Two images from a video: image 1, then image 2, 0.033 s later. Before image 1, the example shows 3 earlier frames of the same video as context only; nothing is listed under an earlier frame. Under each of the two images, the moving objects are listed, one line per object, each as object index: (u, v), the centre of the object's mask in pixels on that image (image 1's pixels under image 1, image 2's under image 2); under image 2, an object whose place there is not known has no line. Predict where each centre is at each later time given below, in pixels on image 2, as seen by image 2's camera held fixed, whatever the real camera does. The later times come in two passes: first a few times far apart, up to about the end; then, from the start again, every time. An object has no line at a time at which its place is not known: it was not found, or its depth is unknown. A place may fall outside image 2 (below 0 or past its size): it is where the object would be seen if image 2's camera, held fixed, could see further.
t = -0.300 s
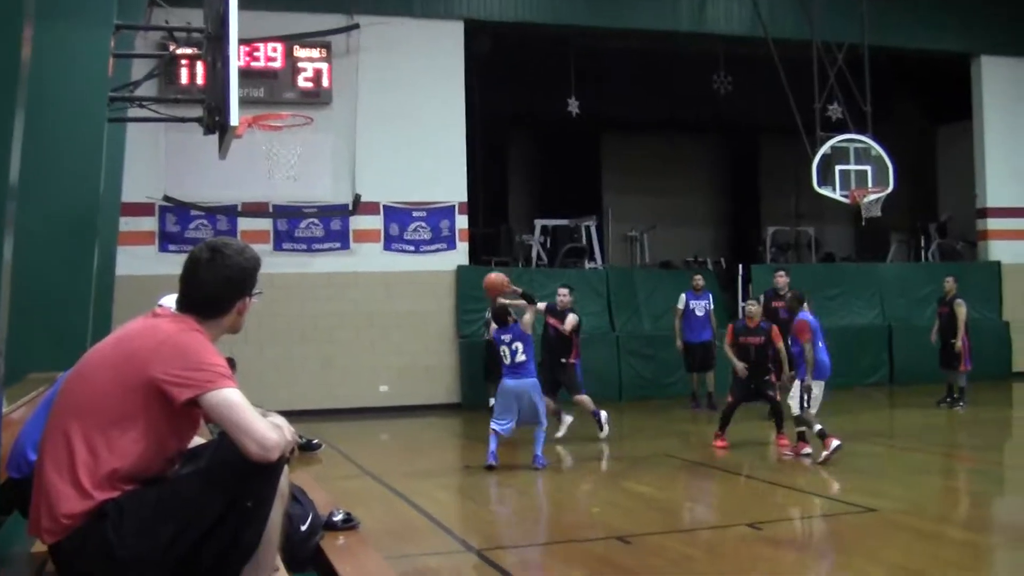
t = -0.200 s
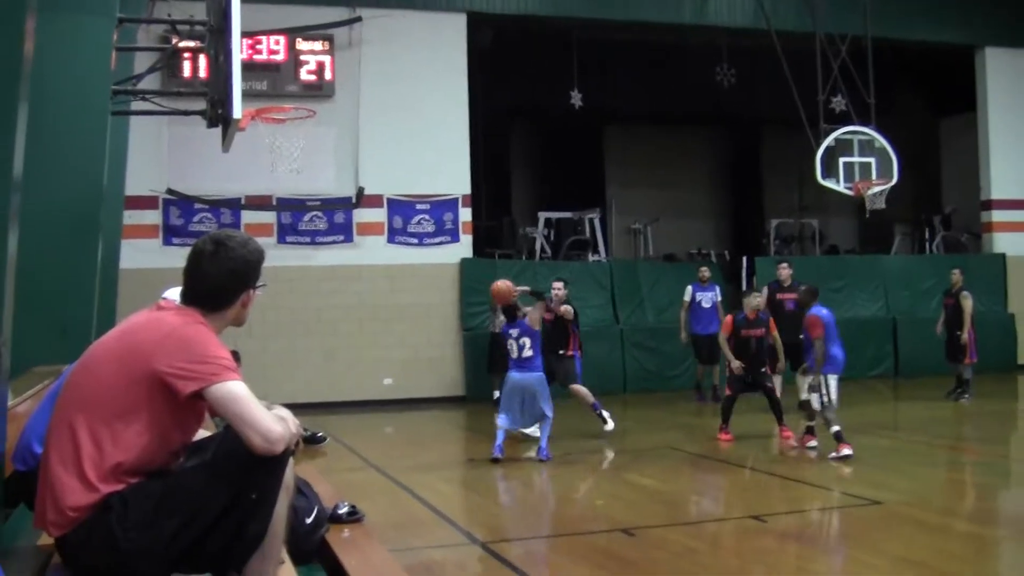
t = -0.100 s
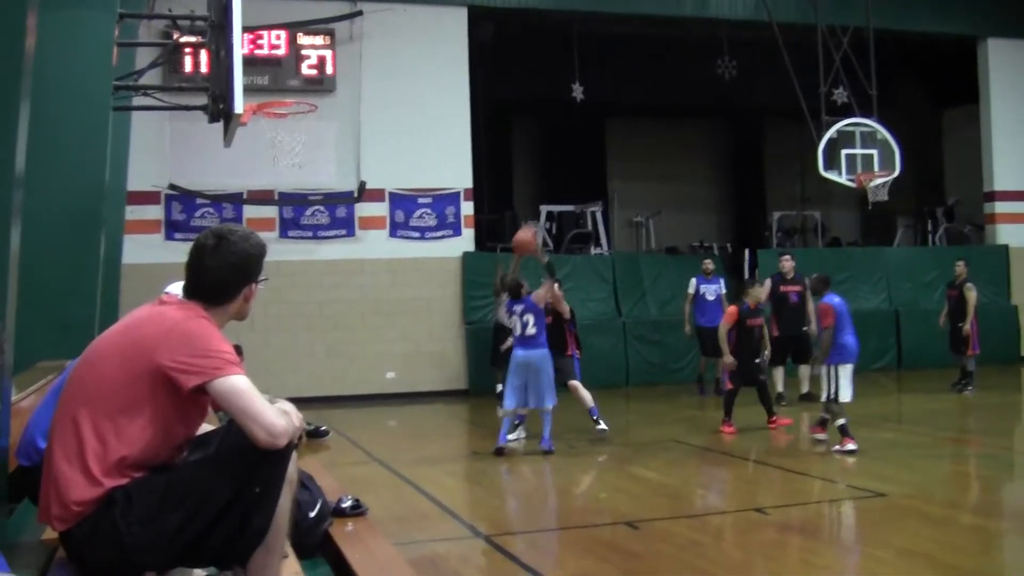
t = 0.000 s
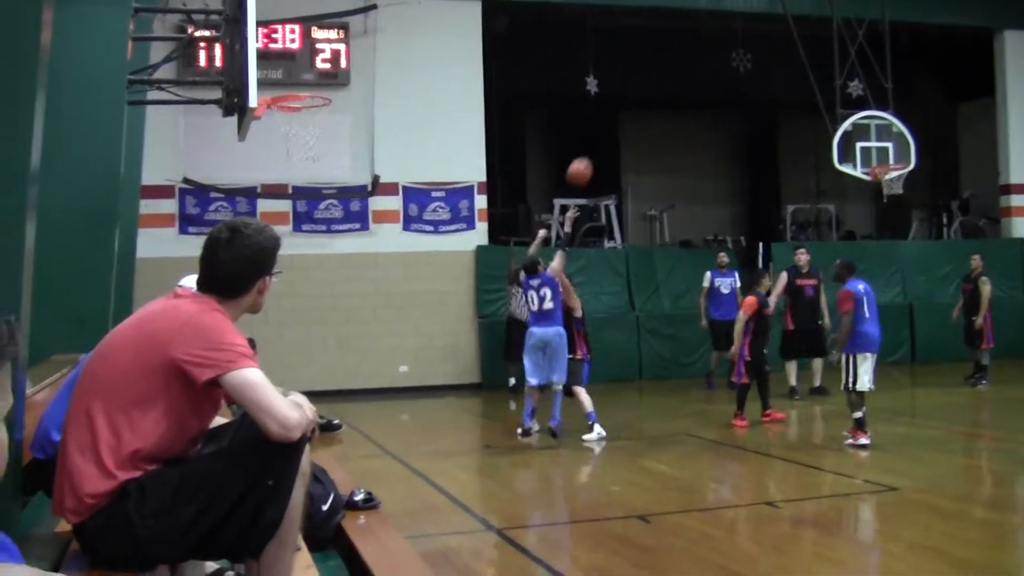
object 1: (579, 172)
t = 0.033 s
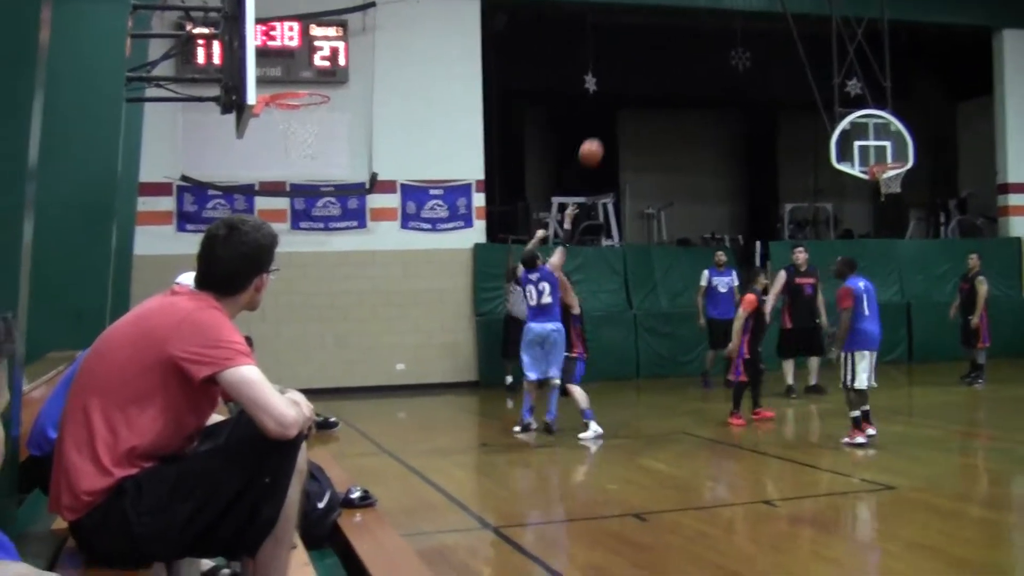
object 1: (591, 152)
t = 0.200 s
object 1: (651, 87)
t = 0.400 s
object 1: (718, 48)
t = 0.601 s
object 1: (773, 43)
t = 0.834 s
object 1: (833, 83)
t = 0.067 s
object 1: (604, 136)
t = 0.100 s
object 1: (616, 122)
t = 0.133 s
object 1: (628, 109)
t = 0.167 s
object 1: (640, 97)
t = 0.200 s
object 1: (651, 87)
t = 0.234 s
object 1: (662, 78)
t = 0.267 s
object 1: (674, 71)
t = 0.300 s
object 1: (685, 64)
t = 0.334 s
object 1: (697, 58)
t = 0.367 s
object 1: (708, 52)
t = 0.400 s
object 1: (718, 48)
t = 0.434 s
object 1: (728, 45)
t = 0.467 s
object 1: (737, 42)
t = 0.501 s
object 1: (746, 40)
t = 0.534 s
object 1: (755, 41)
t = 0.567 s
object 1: (764, 42)
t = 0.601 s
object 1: (773, 43)
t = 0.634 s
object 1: (783, 47)
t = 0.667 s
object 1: (792, 51)
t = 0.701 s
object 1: (800, 56)
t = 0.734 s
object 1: (809, 62)
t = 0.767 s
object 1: (817, 68)
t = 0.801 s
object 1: (825, 75)
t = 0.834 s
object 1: (833, 83)
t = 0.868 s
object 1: (842, 90)
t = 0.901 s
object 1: (850, 99)
